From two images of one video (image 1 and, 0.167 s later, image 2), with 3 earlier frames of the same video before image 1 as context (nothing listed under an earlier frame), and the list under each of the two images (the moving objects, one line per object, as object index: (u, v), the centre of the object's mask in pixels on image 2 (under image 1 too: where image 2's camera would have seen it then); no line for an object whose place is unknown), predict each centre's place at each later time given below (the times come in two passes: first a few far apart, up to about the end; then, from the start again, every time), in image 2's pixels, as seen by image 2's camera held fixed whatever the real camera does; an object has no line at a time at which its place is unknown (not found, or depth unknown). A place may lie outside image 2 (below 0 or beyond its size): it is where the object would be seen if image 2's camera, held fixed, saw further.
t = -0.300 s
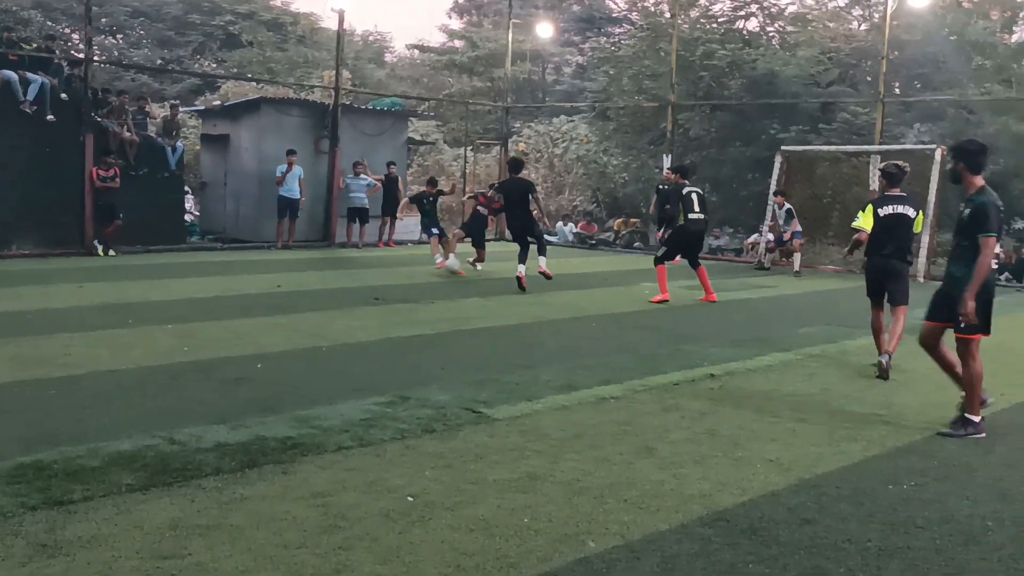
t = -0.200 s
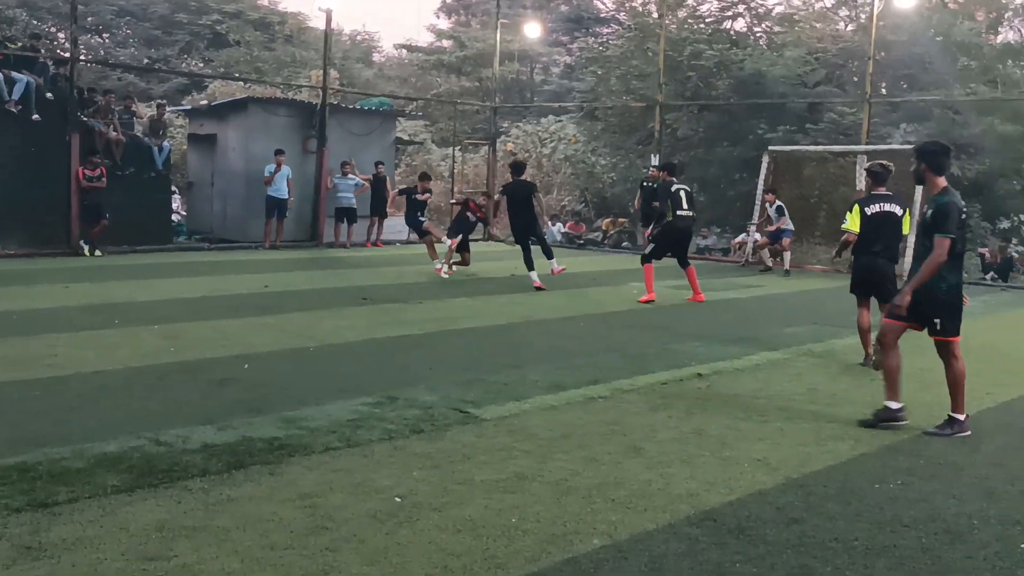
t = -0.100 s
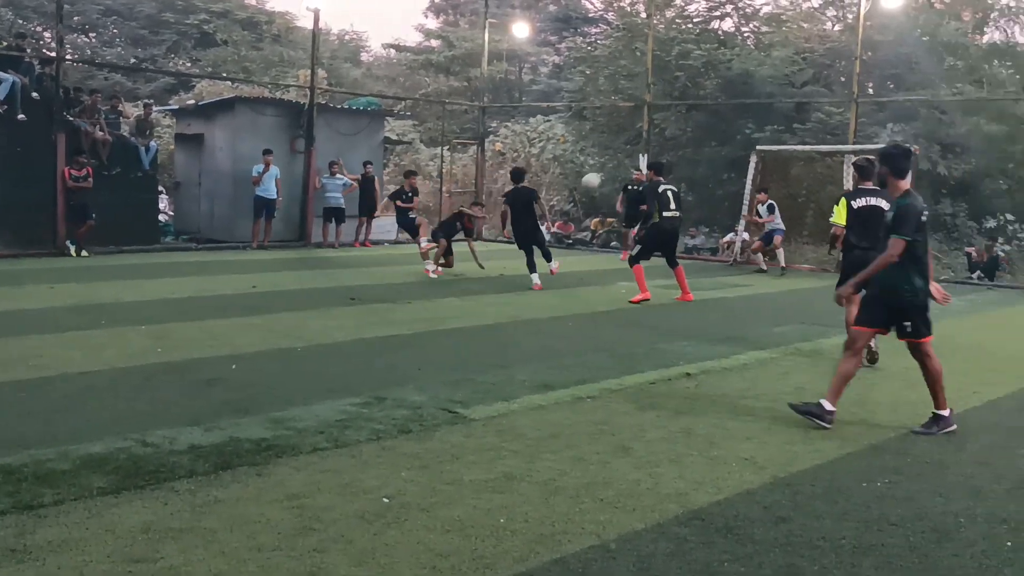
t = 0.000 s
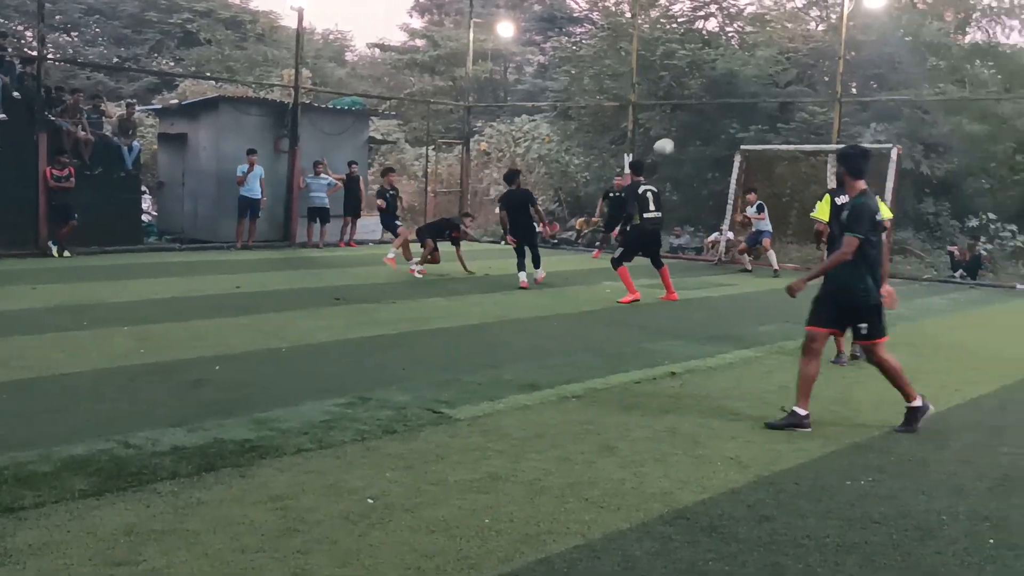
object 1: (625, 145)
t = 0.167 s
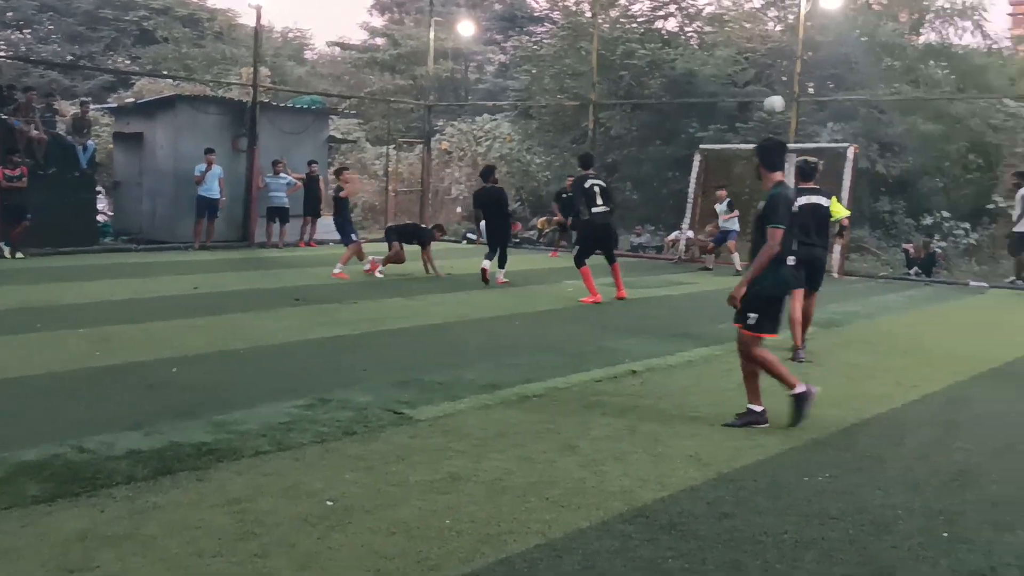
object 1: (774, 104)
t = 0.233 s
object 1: (837, 92)
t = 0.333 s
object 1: (932, 81)
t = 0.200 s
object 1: (805, 97)
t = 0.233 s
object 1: (837, 92)
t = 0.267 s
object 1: (868, 87)
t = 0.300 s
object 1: (901, 84)
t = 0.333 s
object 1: (932, 81)
